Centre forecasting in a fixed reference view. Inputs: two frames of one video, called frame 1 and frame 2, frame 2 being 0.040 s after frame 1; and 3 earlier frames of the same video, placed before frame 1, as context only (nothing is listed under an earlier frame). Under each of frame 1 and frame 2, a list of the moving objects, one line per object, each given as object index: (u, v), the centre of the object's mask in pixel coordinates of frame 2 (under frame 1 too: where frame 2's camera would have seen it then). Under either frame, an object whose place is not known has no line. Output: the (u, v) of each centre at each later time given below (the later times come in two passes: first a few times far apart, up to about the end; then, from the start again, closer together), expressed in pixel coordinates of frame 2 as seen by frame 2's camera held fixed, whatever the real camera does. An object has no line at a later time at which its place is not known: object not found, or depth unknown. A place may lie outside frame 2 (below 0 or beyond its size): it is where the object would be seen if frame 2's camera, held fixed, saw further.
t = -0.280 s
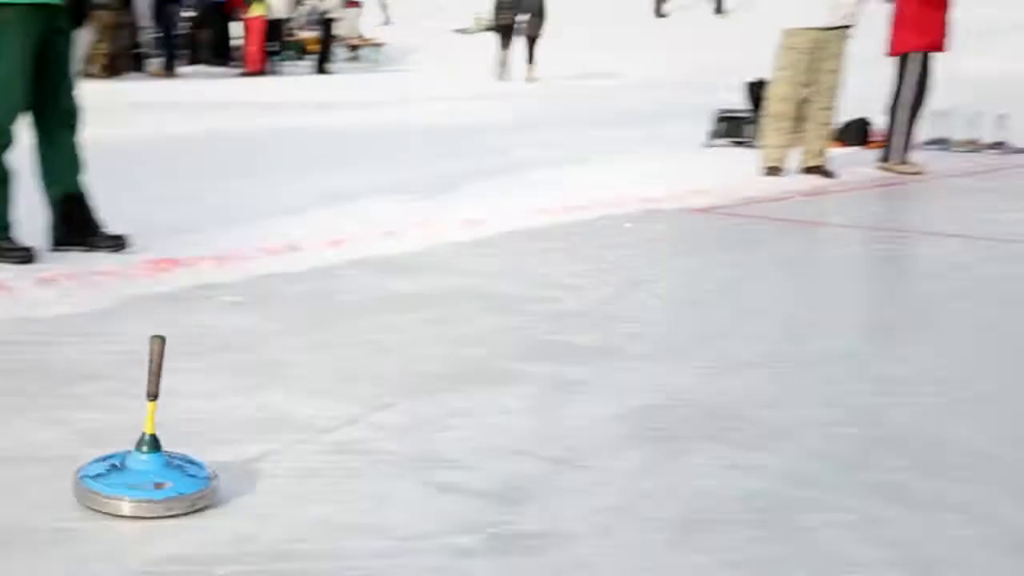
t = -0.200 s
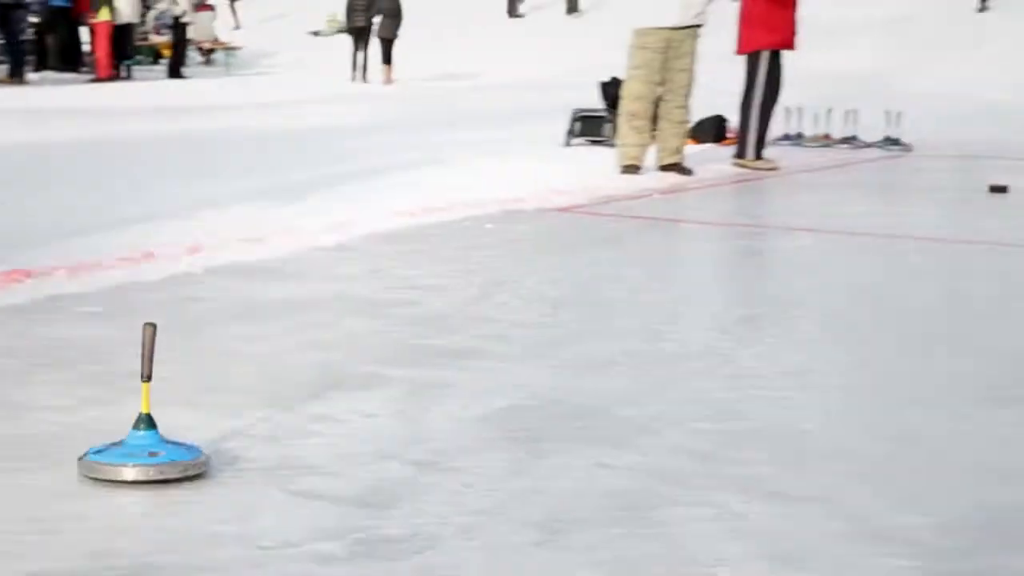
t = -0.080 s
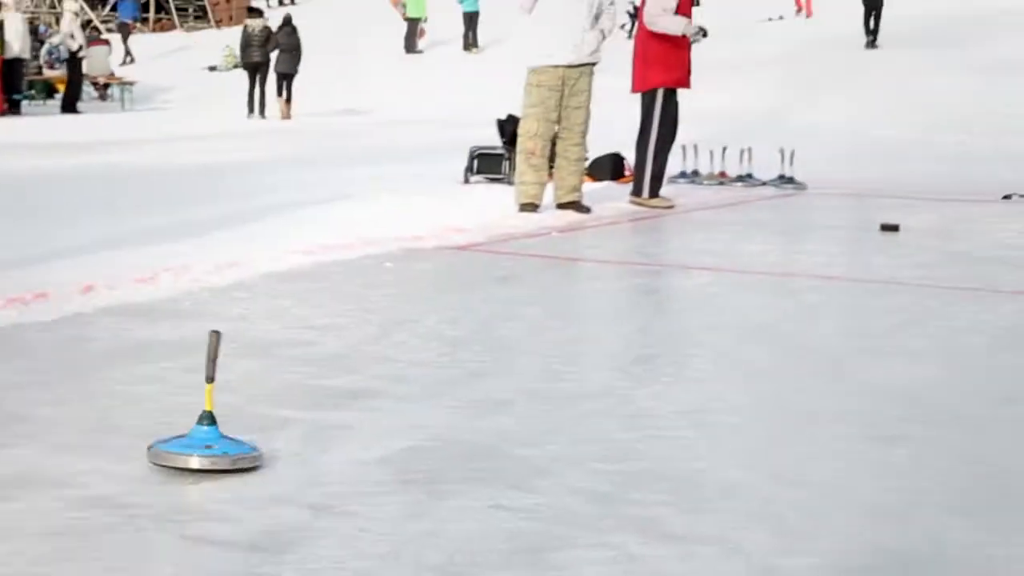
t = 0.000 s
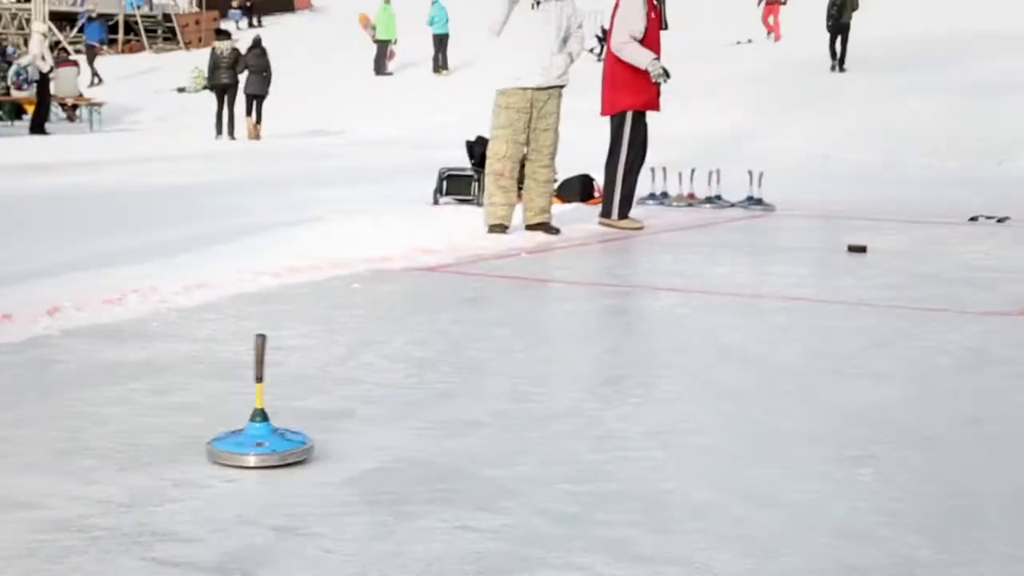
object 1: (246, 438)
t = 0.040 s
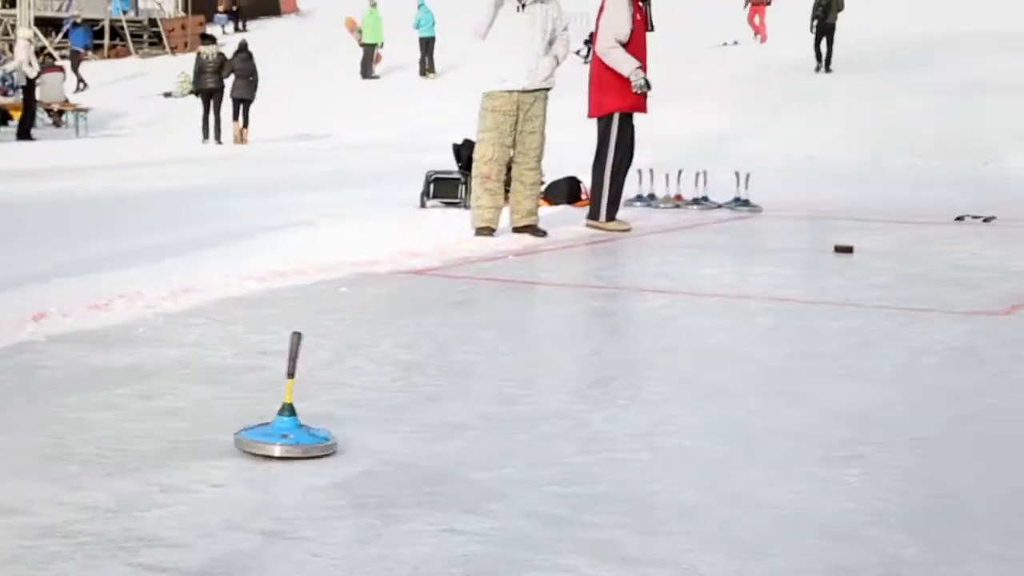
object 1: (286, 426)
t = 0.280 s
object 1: (467, 369)
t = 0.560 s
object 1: (607, 325)
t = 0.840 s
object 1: (705, 296)
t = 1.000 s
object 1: (749, 282)
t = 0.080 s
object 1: (321, 412)
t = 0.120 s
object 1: (355, 404)
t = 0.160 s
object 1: (386, 395)
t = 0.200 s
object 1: (415, 383)
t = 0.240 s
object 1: (441, 376)
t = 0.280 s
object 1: (467, 369)
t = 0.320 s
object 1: (491, 360)
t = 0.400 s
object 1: (534, 348)
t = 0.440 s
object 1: (554, 341)
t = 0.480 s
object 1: (572, 336)
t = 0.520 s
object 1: (590, 330)
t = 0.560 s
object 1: (607, 325)
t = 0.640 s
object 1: (638, 315)
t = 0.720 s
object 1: (667, 307)
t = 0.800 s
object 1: (693, 300)
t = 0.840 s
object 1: (705, 296)
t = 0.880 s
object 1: (717, 292)
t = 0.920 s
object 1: (728, 288)
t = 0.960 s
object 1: (739, 286)
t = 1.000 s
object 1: (749, 282)
